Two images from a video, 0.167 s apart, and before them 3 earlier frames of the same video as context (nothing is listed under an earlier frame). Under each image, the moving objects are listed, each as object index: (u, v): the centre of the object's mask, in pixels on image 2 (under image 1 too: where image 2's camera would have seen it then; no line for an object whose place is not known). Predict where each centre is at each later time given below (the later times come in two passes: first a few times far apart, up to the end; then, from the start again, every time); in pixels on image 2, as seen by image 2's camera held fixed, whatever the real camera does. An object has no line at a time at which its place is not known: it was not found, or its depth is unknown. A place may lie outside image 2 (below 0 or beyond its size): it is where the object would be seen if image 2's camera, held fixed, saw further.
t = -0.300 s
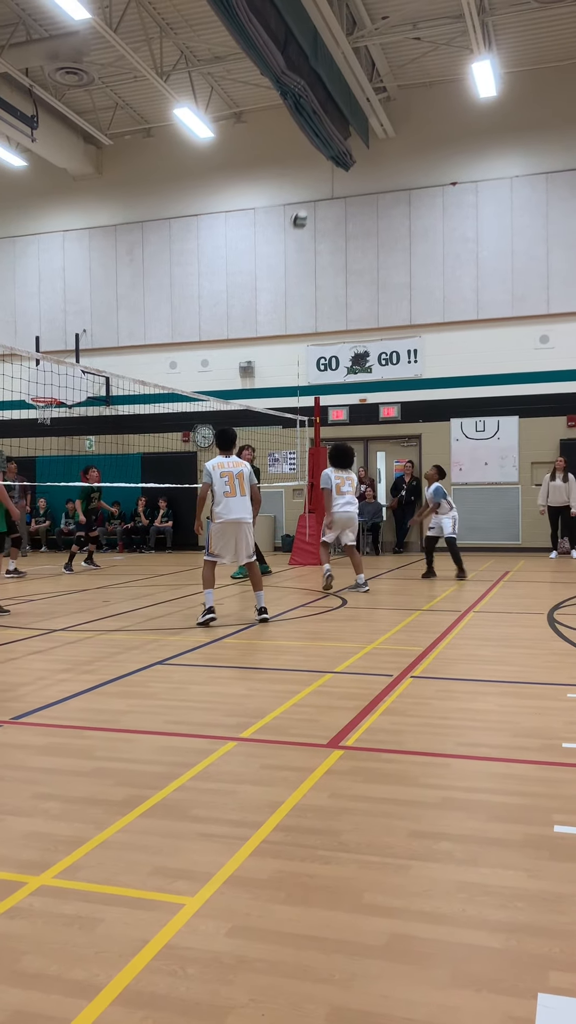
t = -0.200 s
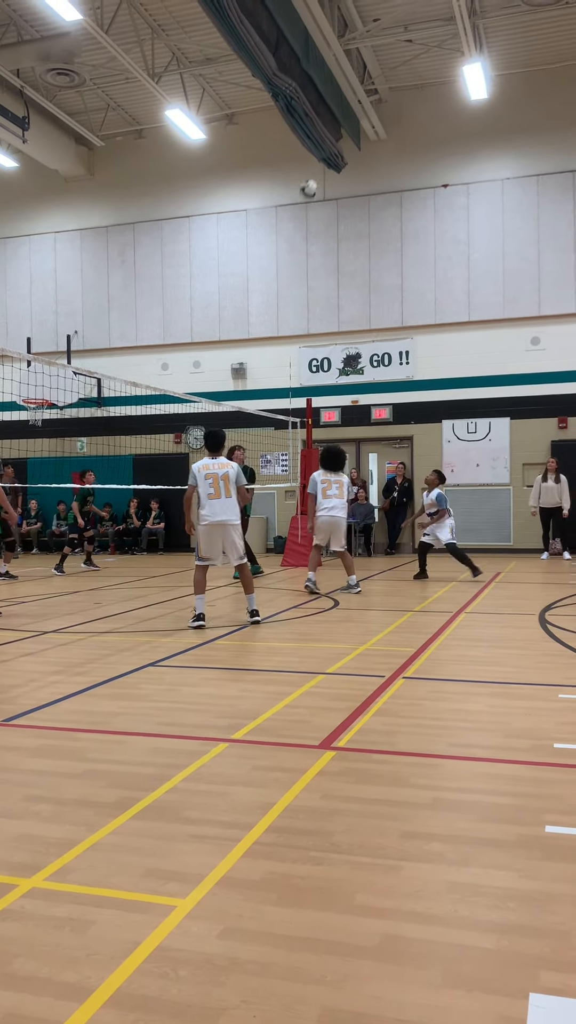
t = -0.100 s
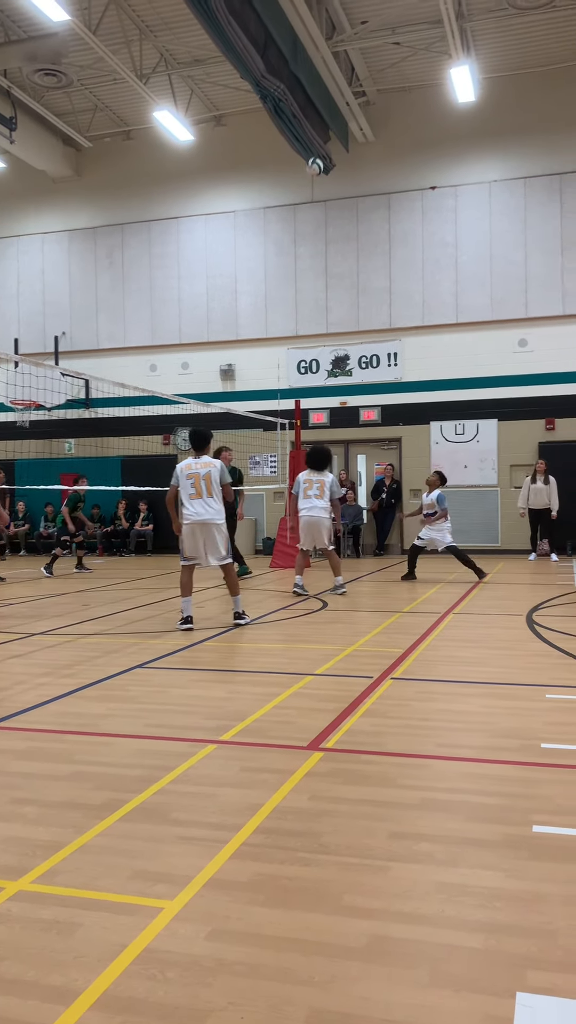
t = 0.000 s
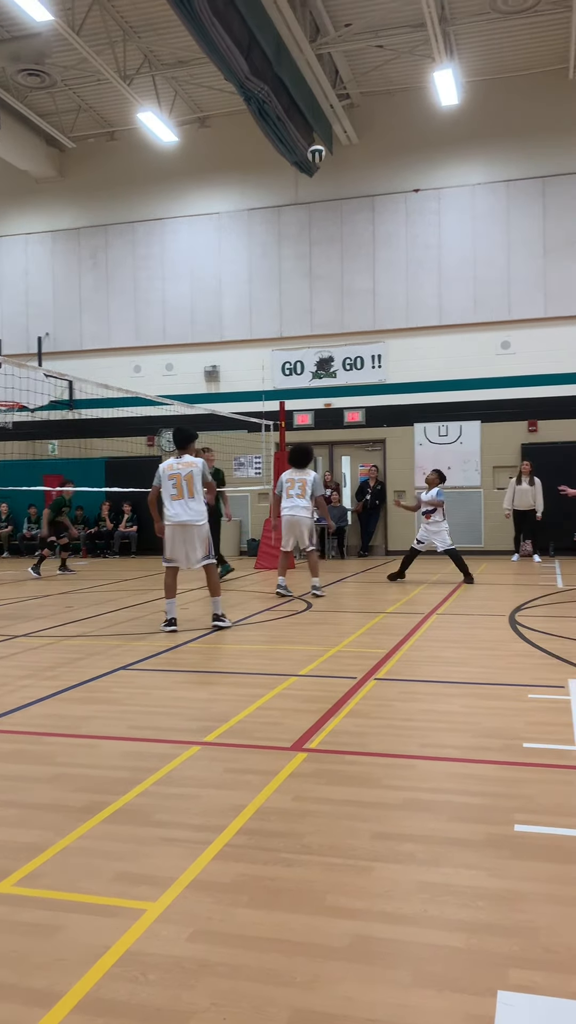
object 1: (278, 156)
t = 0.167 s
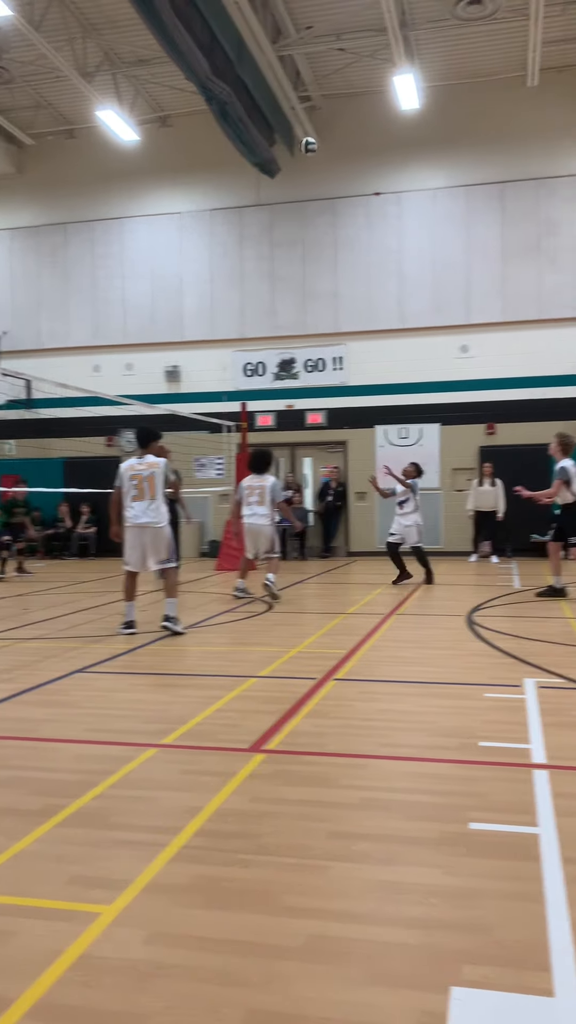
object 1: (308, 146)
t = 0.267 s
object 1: (327, 151)
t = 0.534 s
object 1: (374, 208)
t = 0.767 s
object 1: (414, 307)
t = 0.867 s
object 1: (432, 361)
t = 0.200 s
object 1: (314, 147)
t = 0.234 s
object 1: (320, 149)
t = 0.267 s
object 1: (327, 151)
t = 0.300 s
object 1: (333, 155)
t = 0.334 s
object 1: (338, 160)
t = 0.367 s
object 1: (345, 166)
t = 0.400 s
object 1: (351, 173)
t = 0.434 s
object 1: (357, 180)
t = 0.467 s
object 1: (363, 189)
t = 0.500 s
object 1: (369, 198)
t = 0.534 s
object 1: (374, 208)
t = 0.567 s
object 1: (380, 220)
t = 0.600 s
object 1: (386, 232)
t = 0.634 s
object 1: (392, 245)
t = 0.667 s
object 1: (397, 260)
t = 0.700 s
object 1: (403, 275)
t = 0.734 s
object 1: (409, 290)
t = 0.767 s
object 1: (414, 307)
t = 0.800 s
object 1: (420, 324)
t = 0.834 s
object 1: (427, 342)
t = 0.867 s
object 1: (432, 361)
